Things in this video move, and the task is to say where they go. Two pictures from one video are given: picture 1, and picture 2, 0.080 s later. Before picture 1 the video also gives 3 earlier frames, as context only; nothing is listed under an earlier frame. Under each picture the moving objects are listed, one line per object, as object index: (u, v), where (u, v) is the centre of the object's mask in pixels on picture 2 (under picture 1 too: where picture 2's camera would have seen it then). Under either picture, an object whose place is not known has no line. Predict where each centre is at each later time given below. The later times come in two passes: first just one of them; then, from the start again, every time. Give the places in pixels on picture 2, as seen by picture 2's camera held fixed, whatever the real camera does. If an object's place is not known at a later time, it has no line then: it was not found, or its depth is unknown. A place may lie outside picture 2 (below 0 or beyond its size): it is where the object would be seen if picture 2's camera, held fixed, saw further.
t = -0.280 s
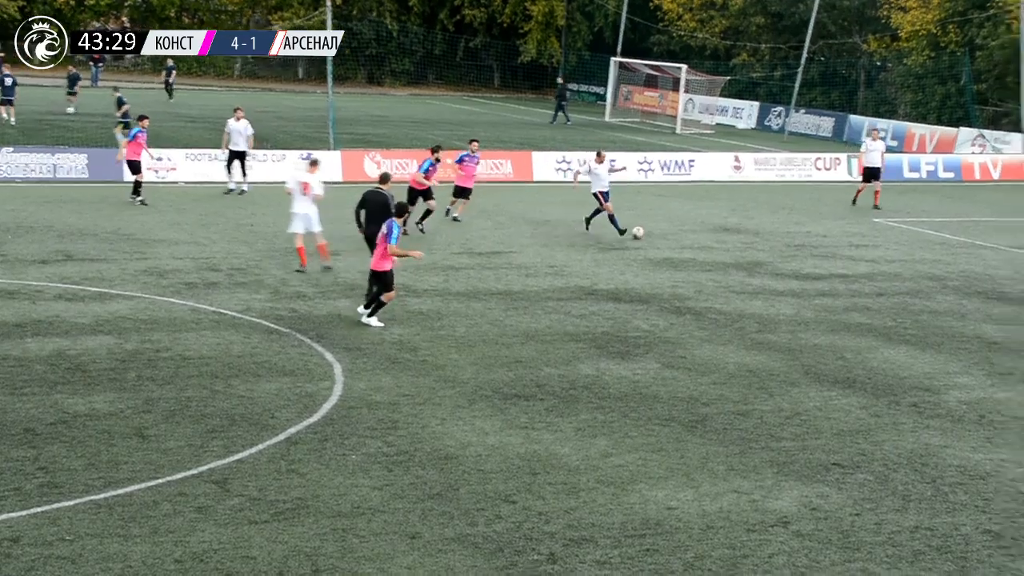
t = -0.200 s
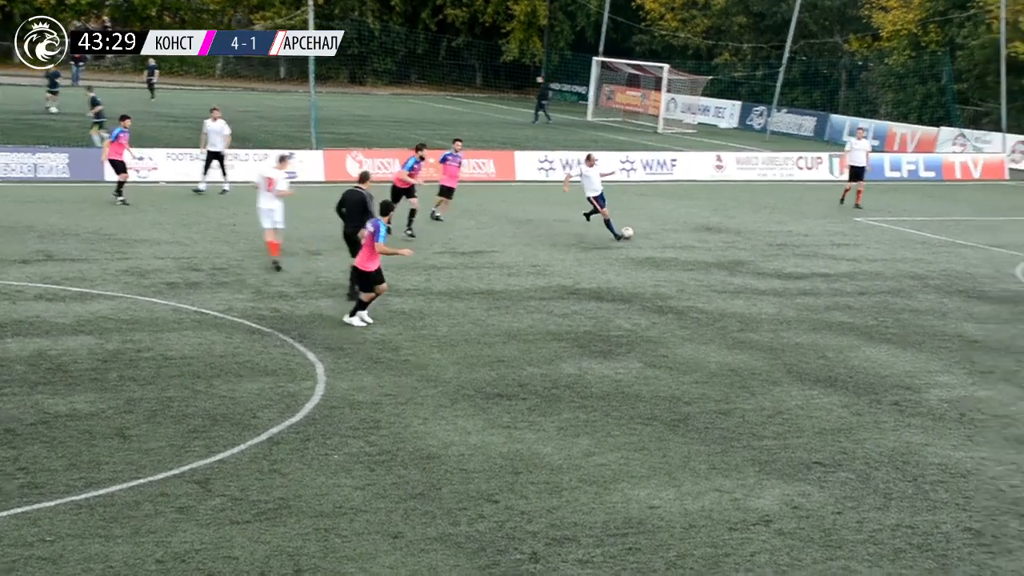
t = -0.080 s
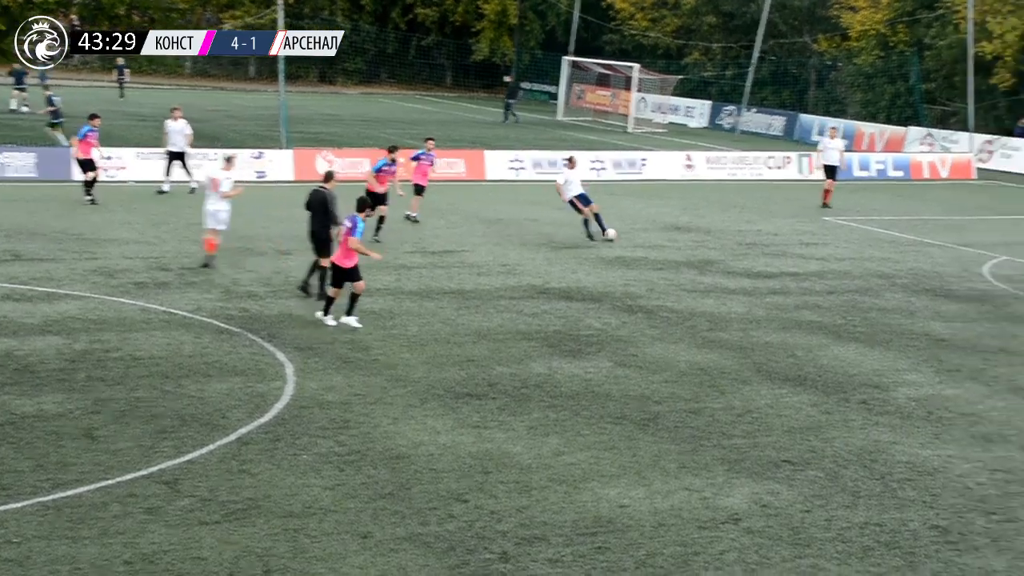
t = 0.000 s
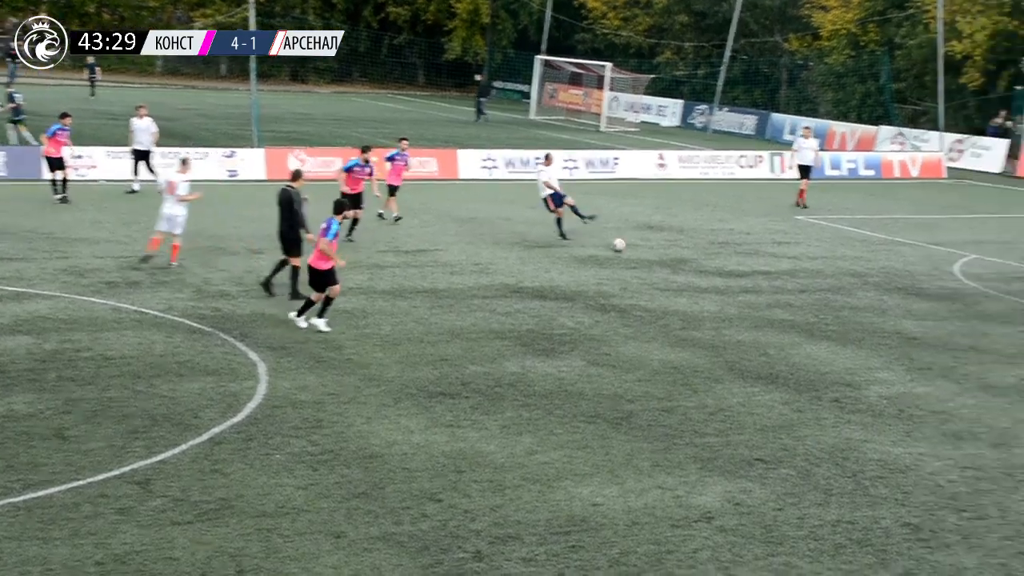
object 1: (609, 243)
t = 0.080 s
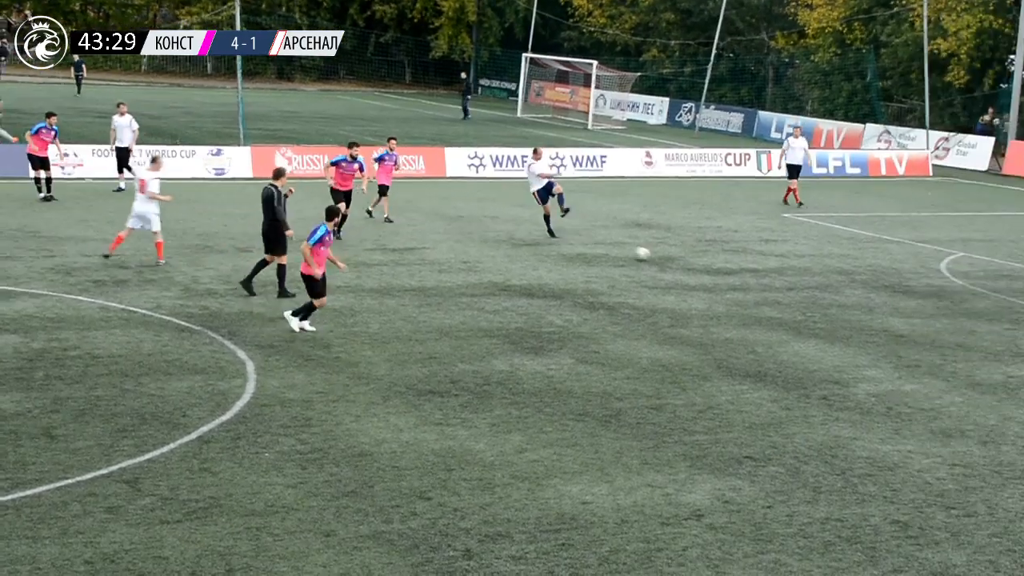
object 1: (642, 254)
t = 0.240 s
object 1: (712, 279)
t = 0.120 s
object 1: (659, 258)
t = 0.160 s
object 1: (677, 262)
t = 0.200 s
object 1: (695, 270)
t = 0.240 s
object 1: (712, 279)
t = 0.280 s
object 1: (728, 281)
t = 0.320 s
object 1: (744, 285)
